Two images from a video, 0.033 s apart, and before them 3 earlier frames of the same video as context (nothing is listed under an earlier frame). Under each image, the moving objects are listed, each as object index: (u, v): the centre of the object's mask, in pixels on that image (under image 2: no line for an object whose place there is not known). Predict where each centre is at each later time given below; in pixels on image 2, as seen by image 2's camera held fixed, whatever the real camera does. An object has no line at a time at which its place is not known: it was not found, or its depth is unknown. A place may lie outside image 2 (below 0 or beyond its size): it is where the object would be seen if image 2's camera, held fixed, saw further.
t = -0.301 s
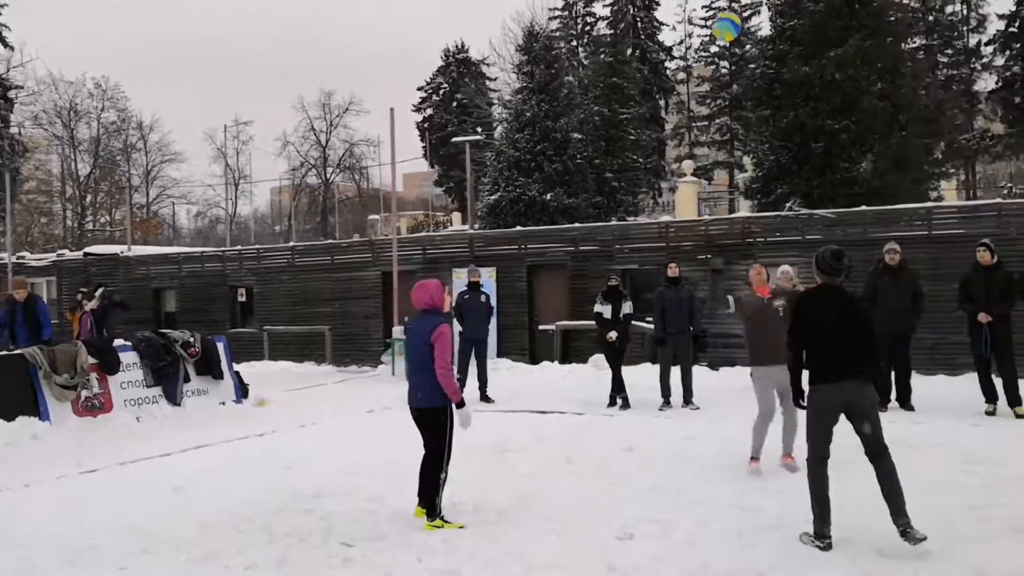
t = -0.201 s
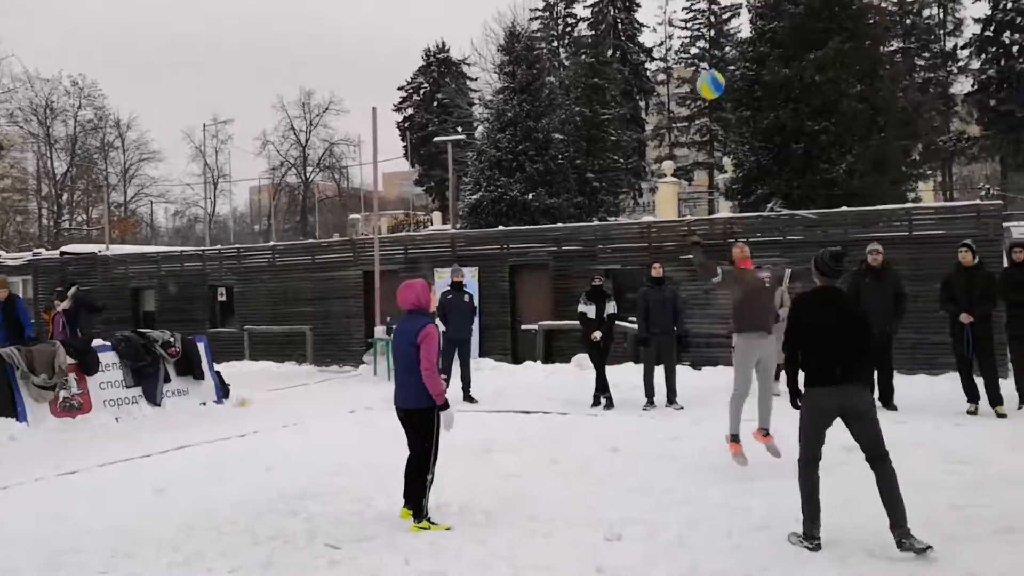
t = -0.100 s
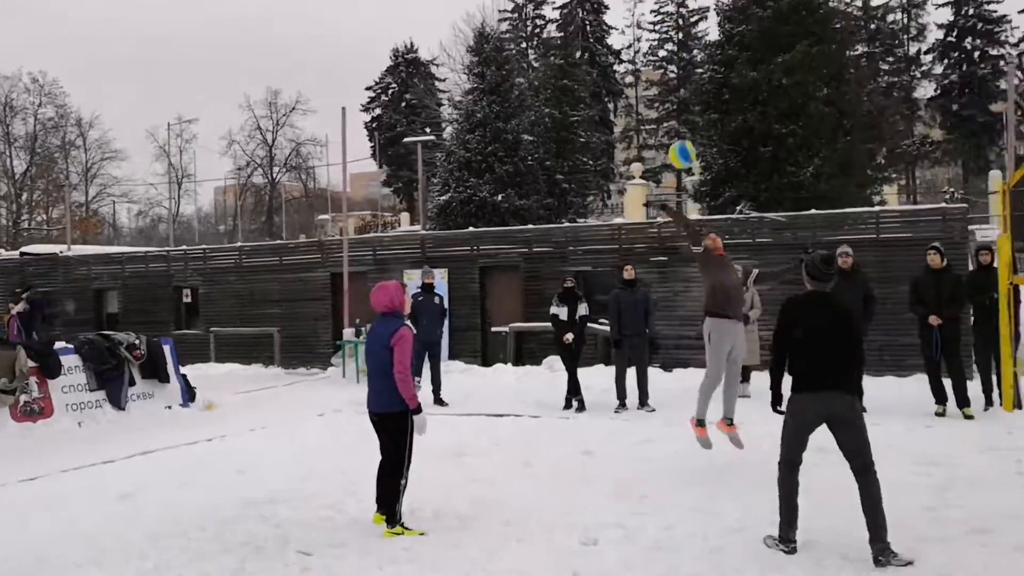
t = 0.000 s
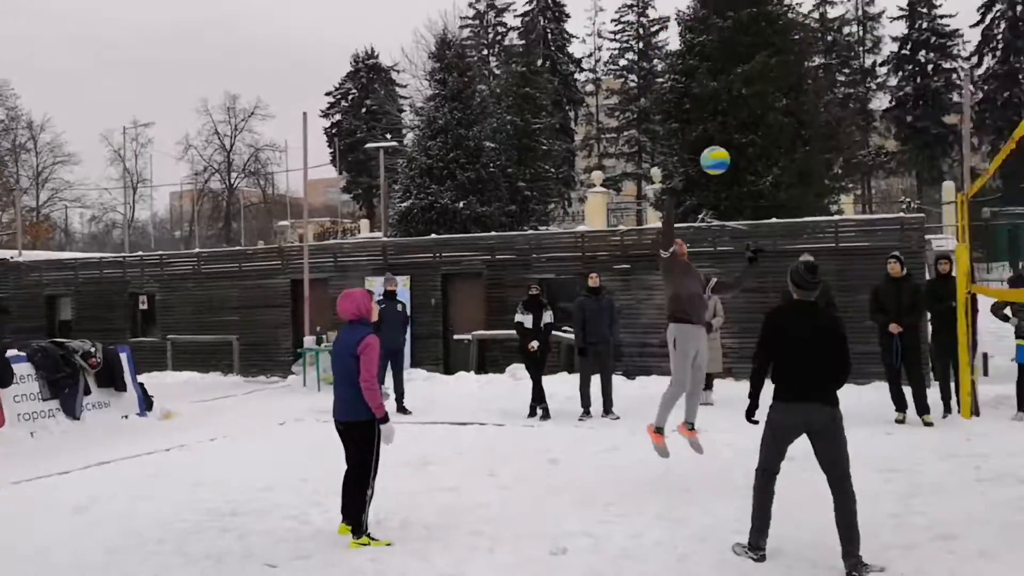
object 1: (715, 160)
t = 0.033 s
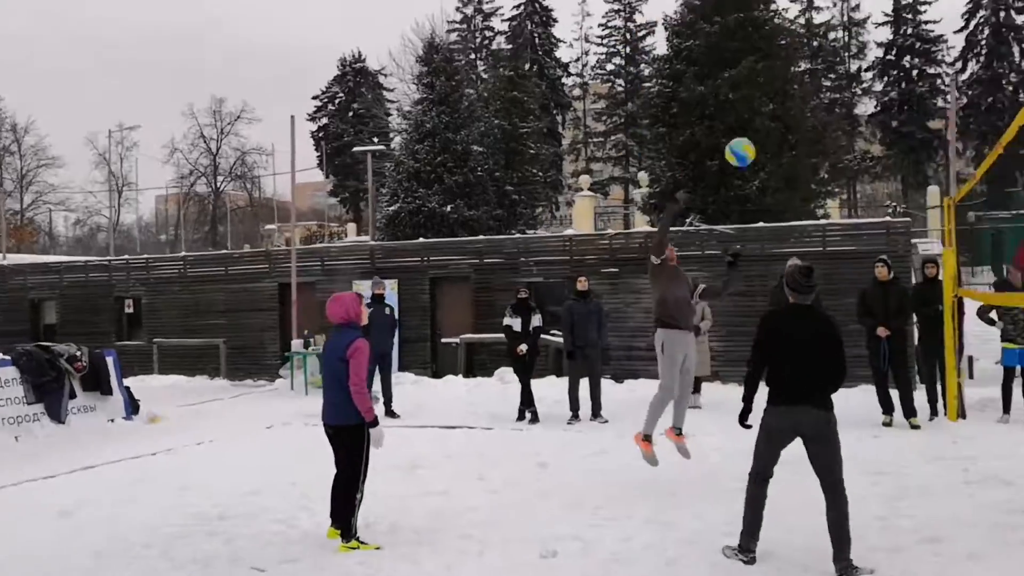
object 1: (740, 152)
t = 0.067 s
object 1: (779, 141)
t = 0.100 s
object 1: (820, 131)
